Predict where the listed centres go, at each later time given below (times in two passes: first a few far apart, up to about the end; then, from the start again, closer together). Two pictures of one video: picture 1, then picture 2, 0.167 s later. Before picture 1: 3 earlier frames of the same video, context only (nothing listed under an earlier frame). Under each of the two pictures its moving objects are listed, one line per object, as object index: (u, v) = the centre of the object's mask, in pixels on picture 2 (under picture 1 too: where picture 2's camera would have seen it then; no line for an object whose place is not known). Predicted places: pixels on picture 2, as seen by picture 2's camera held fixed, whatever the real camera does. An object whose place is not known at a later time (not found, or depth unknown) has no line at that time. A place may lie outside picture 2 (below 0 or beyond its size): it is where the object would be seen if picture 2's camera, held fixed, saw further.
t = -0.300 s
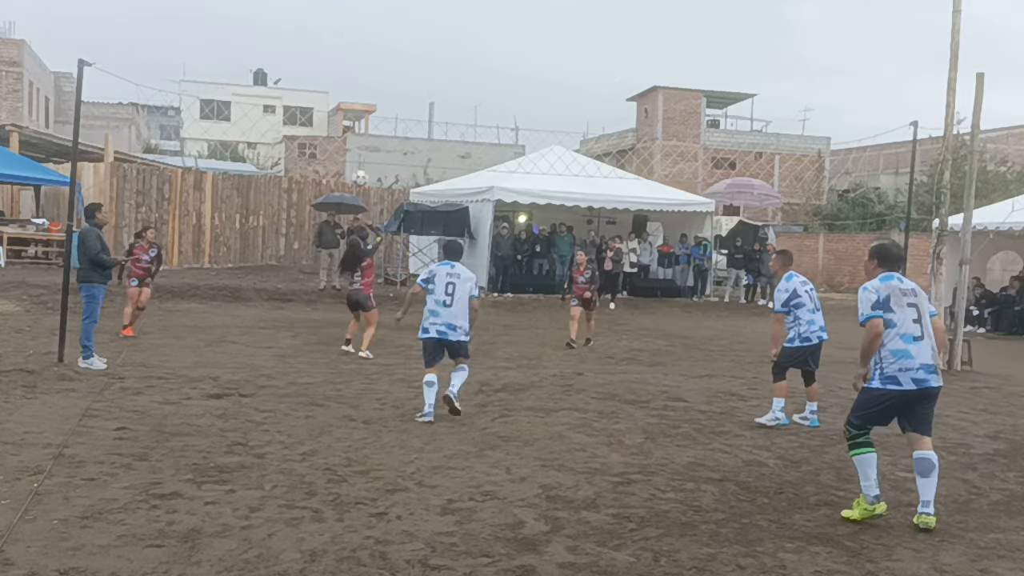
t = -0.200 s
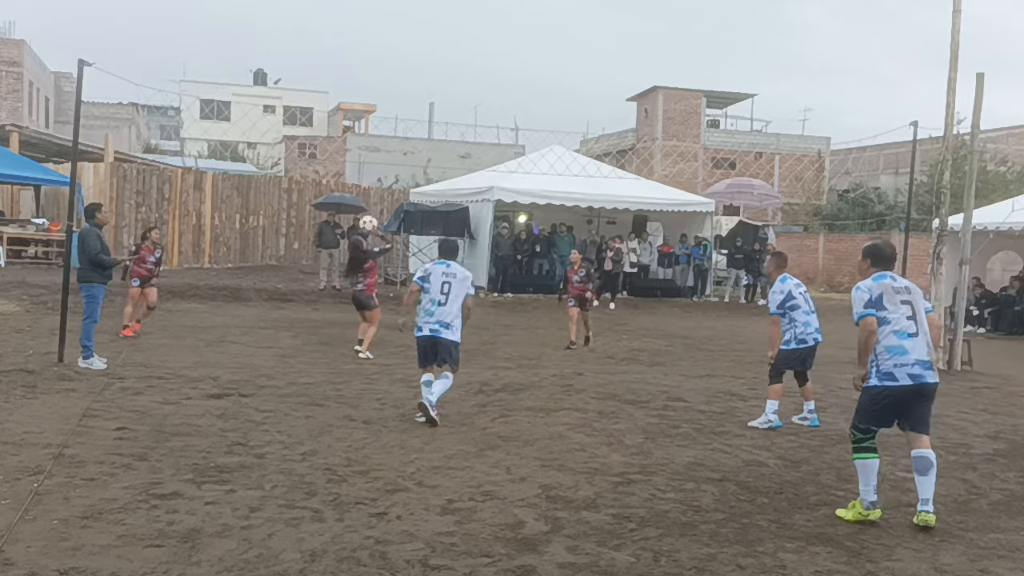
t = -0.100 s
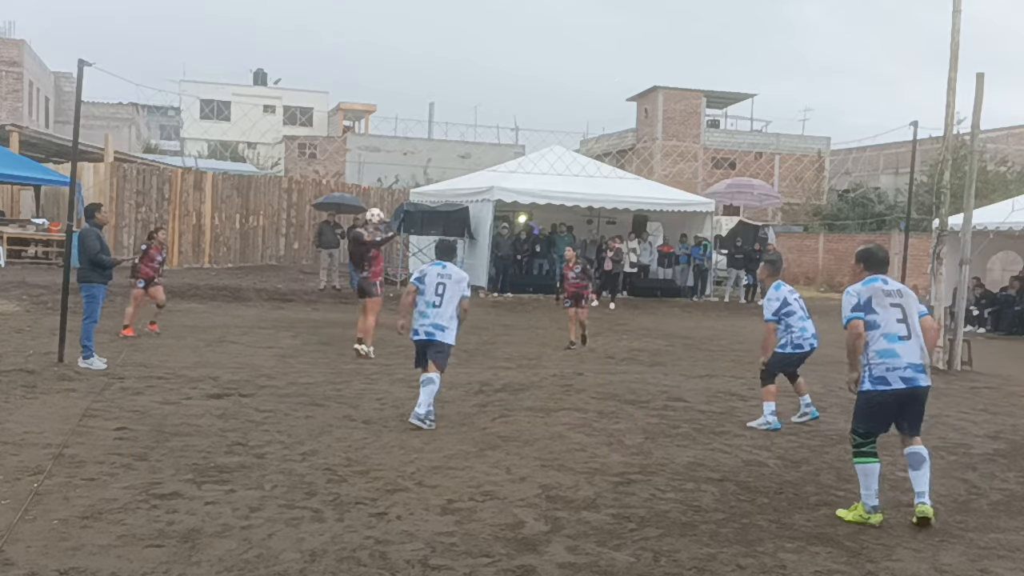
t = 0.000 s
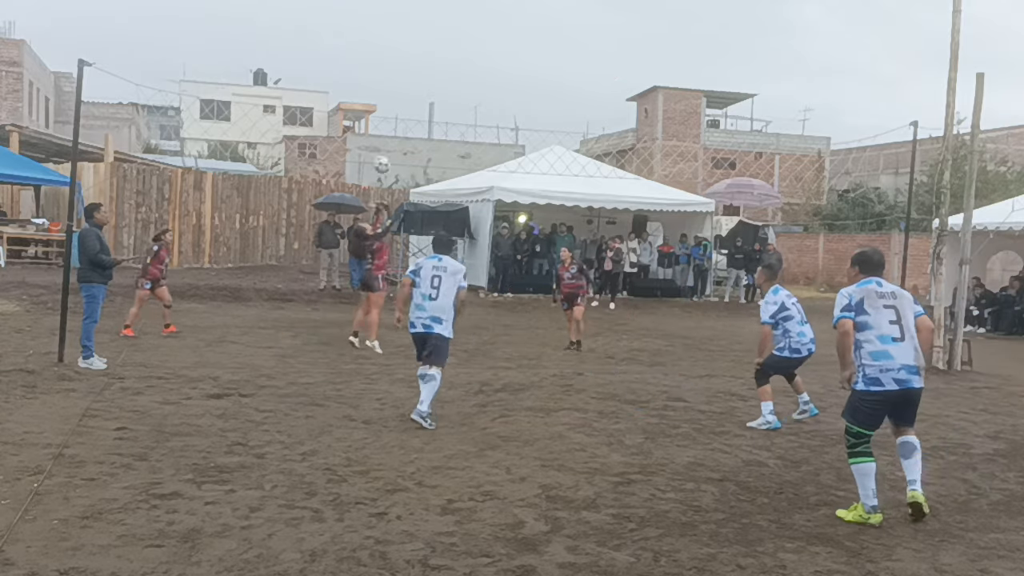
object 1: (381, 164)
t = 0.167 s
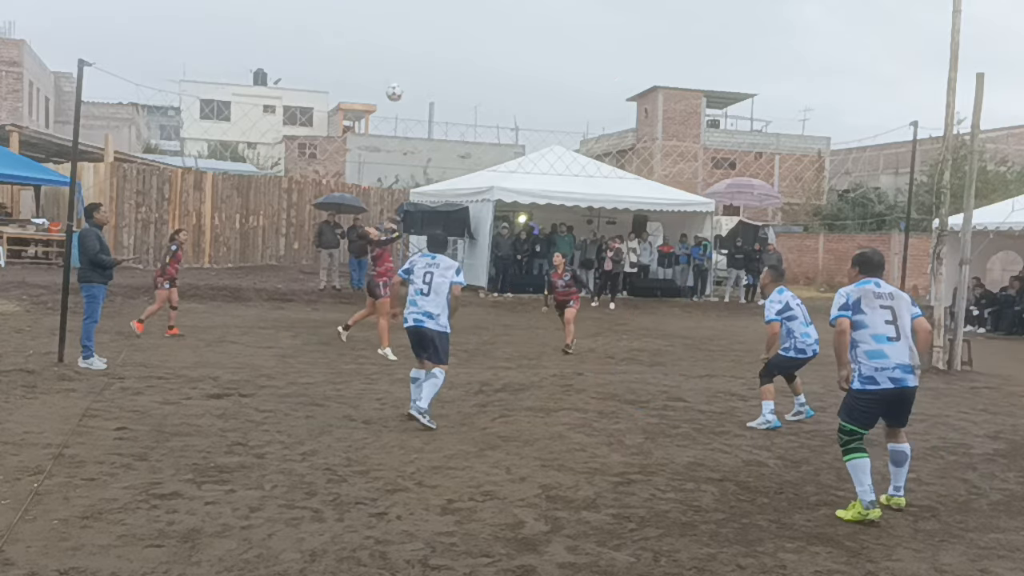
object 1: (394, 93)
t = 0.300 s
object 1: (404, 51)
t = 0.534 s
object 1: (420, 9)
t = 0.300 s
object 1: (404, 51)
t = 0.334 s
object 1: (406, 42)
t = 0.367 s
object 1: (409, 34)
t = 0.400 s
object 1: (411, 28)
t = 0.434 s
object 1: (413, 22)
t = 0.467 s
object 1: (415, 17)
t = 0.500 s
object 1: (417, 14)
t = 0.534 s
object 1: (420, 9)
